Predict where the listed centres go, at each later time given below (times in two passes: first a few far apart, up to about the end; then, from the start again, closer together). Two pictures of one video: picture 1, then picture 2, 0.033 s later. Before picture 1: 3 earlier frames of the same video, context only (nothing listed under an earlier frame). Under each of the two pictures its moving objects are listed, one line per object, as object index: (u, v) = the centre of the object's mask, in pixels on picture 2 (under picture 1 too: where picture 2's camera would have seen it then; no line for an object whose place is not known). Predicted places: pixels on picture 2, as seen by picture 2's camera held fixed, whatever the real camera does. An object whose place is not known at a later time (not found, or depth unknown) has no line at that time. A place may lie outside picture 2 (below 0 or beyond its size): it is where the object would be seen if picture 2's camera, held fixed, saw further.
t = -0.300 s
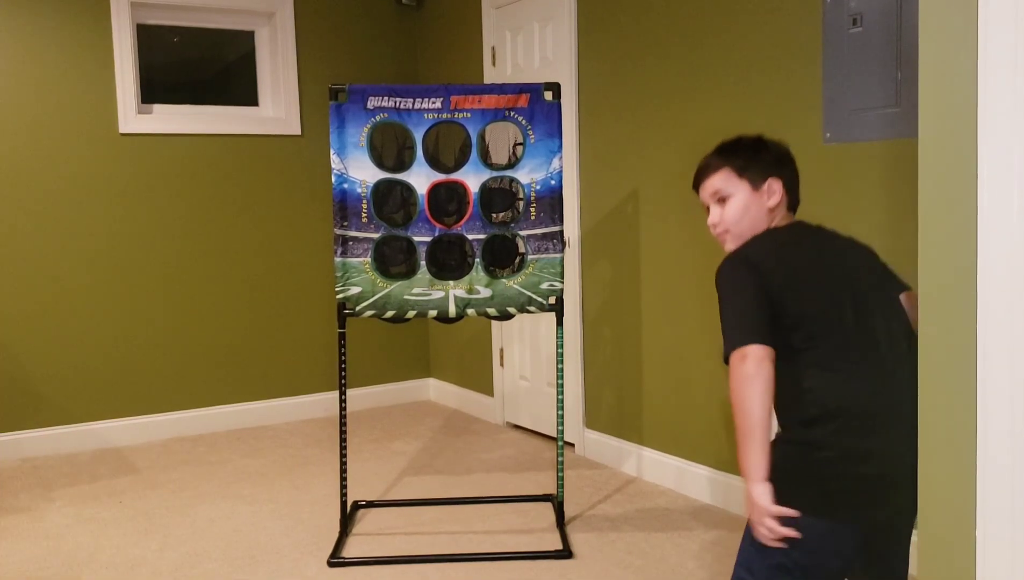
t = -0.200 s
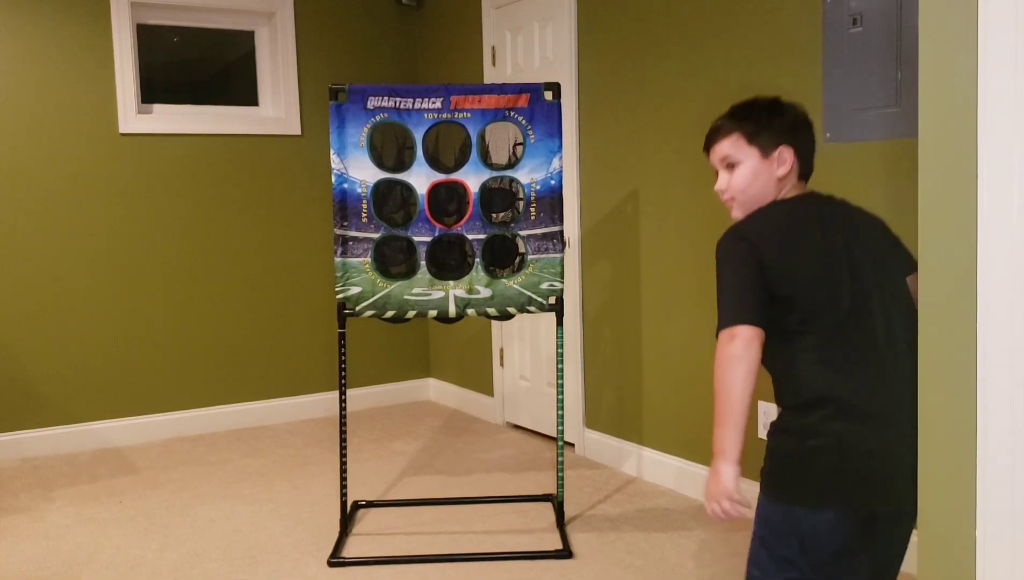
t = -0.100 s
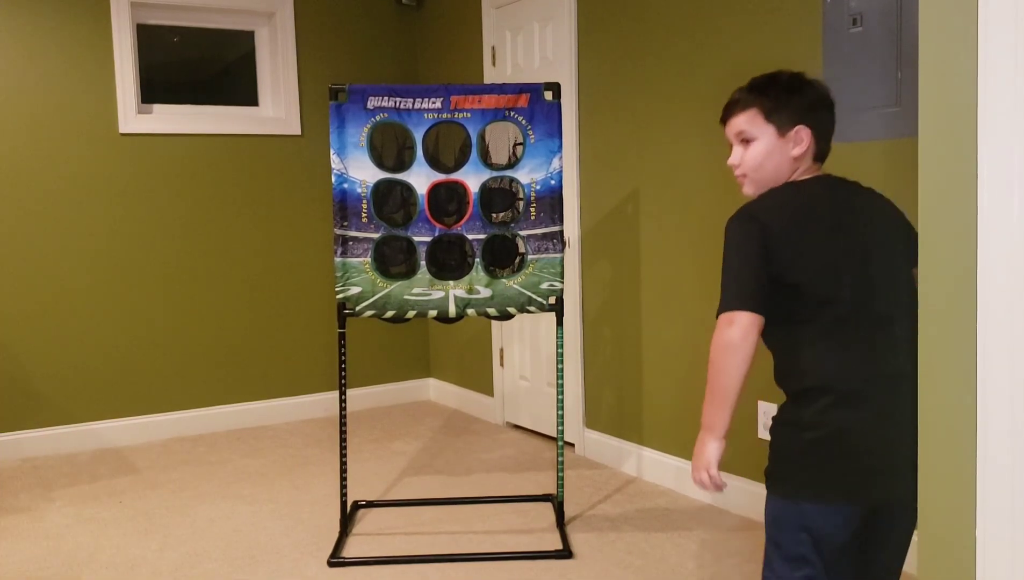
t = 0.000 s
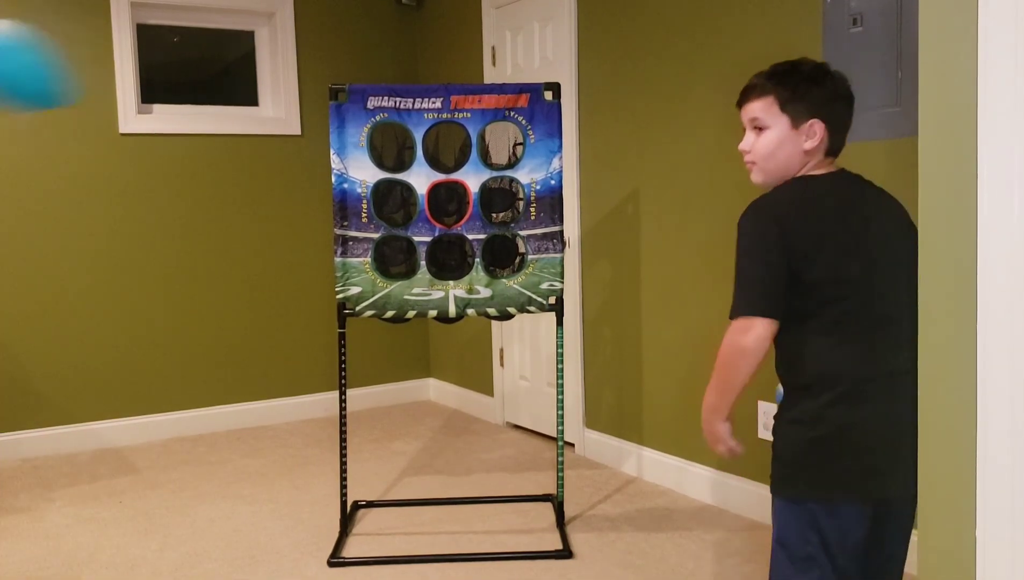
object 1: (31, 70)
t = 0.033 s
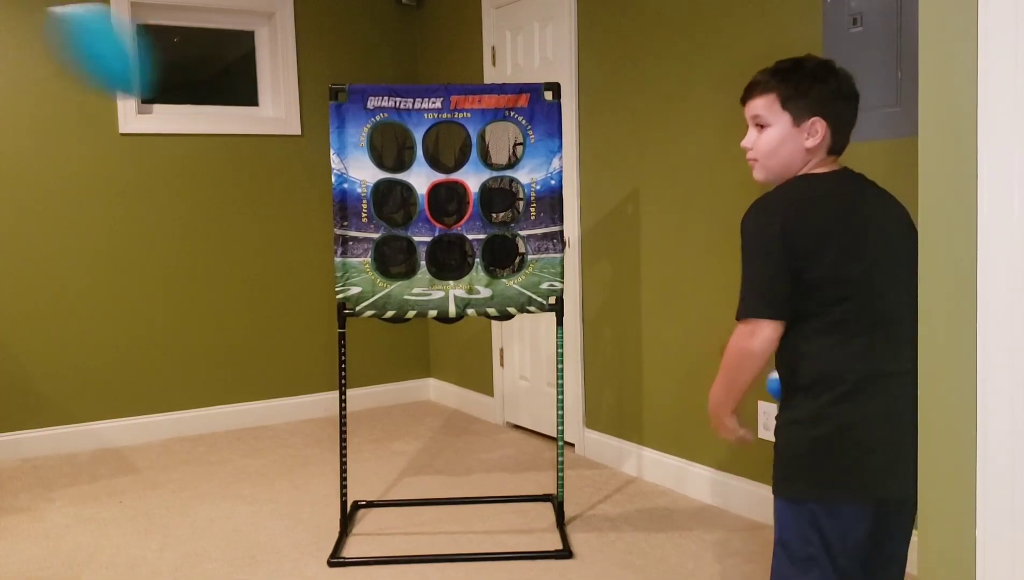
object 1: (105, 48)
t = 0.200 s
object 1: (381, 95)
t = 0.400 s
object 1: (528, 238)
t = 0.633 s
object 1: (625, 442)
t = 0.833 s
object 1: (629, 396)
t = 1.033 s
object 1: (621, 392)
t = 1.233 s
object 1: (614, 480)
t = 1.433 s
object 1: (580, 489)
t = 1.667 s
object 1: (565, 496)
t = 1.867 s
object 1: (580, 503)
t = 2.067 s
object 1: (593, 500)
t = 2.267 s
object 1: (591, 508)
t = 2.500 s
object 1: (599, 509)
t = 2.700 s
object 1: (603, 506)
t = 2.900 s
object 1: (596, 509)
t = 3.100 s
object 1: (593, 508)
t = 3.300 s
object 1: (595, 505)
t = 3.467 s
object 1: (590, 506)
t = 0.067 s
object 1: (185, 49)
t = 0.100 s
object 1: (245, 49)
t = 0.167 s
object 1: (344, 77)
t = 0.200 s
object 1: (381, 95)
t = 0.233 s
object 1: (413, 116)
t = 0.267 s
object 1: (445, 140)
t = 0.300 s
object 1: (467, 160)
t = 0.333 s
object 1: (494, 191)
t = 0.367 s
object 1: (510, 210)
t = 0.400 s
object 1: (528, 238)
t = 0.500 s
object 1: (575, 326)
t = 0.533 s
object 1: (590, 355)
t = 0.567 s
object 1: (602, 383)
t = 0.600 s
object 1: (614, 413)
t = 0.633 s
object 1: (625, 442)
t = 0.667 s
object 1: (637, 470)
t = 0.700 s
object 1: (635, 451)
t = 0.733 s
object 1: (633, 434)
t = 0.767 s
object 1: (631, 419)
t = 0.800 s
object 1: (630, 406)
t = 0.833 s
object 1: (629, 396)
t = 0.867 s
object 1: (627, 389)
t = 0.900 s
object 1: (626, 384)
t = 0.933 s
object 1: (624, 382)
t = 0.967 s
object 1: (623, 383)
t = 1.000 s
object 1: (622, 386)
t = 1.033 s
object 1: (621, 392)
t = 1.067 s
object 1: (619, 401)
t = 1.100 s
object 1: (618, 412)
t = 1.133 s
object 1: (617, 426)
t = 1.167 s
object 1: (616, 443)
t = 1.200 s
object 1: (615, 462)
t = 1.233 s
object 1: (614, 480)
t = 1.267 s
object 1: (608, 475)
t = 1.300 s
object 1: (603, 472)
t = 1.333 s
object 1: (597, 472)
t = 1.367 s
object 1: (591, 475)
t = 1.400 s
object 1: (586, 480)
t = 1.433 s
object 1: (580, 489)
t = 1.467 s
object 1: (577, 485)
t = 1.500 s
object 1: (574, 480)
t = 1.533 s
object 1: (572, 480)
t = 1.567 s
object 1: (571, 481)
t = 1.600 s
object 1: (570, 485)
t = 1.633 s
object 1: (566, 492)
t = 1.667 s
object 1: (565, 496)
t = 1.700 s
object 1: (570, 489)
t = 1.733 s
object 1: (572, 486)
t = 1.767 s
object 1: (573, 486)
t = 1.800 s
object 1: (575, 488)
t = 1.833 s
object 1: (577, 494)
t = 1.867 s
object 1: (580, 503)
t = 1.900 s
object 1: (582, 503)
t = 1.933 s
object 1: (587, 495)
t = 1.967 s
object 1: (590, 496)
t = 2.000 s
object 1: (592, 500)
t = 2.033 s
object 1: (593, 500)
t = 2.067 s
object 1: (593, 500)
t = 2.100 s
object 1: (593, 504)
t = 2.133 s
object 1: (593, 506)
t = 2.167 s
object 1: (592, 507)
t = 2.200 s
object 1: (591, 508)
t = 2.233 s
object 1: (591, 508)
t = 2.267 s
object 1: (591, 508)
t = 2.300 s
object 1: (591, 508)
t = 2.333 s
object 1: (591, 508)
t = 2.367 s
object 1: (592, 508)
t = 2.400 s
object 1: (594, 509)
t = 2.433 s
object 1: (595, 509)
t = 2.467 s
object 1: (597, 510)
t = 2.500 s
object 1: (599, 509)
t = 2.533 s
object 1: (601, 508)
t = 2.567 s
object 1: (602, 508)
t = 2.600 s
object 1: (603, 507)
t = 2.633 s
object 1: (604, 506)
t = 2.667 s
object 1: (604, 506)
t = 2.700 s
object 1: (603, 506)
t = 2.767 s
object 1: (603, 507)
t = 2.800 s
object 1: (601, 508)
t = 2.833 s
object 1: (600, 508)
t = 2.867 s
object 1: (598, 508)
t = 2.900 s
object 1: (596, 509)
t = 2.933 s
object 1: (595, 508)
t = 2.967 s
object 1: (593, 508)
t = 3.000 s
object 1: (593, 508)
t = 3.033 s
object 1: (592, 508)
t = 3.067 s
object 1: (593, 508)
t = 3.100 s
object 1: (593, 508)
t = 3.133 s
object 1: (593, 507)
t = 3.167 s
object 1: (594, 507)
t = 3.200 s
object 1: (595, 506)
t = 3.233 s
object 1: (595, 506)
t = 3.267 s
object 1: (595, 505)
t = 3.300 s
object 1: (595, 505)
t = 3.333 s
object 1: (595, 505)
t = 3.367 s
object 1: (594, 505)
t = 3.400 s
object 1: (593, 505)
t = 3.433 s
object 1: (592, 506)
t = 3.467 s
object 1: (590, 506)
